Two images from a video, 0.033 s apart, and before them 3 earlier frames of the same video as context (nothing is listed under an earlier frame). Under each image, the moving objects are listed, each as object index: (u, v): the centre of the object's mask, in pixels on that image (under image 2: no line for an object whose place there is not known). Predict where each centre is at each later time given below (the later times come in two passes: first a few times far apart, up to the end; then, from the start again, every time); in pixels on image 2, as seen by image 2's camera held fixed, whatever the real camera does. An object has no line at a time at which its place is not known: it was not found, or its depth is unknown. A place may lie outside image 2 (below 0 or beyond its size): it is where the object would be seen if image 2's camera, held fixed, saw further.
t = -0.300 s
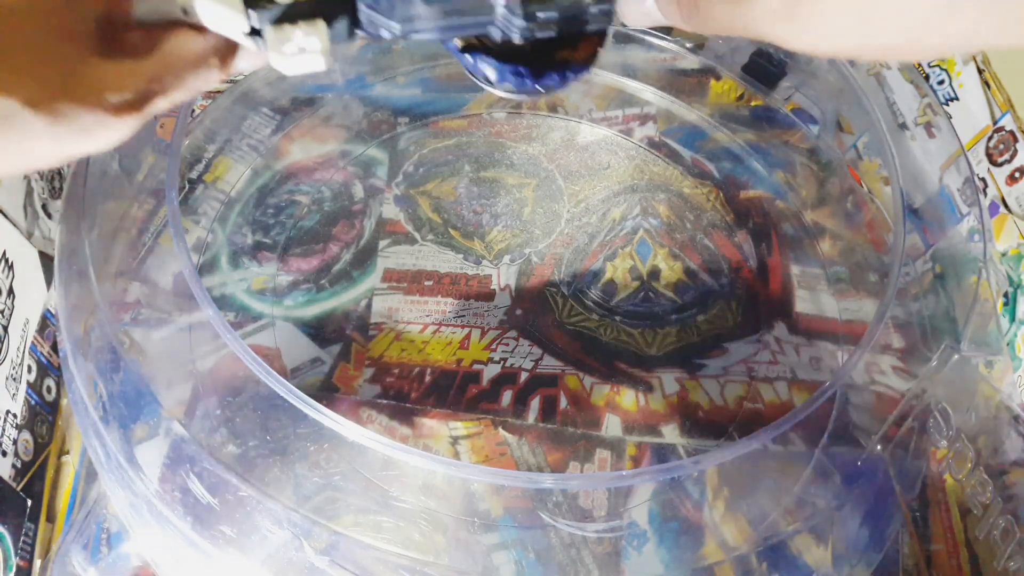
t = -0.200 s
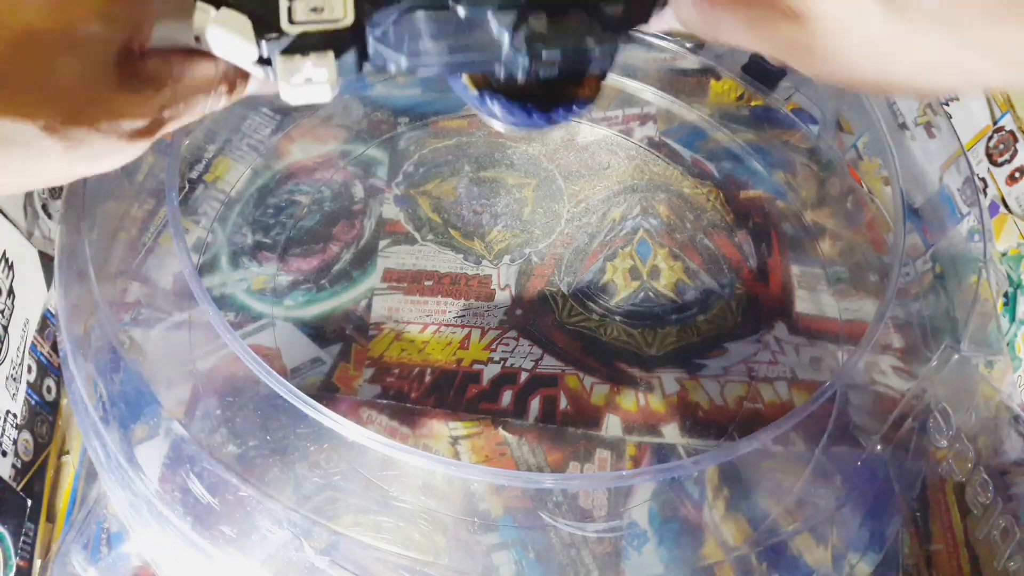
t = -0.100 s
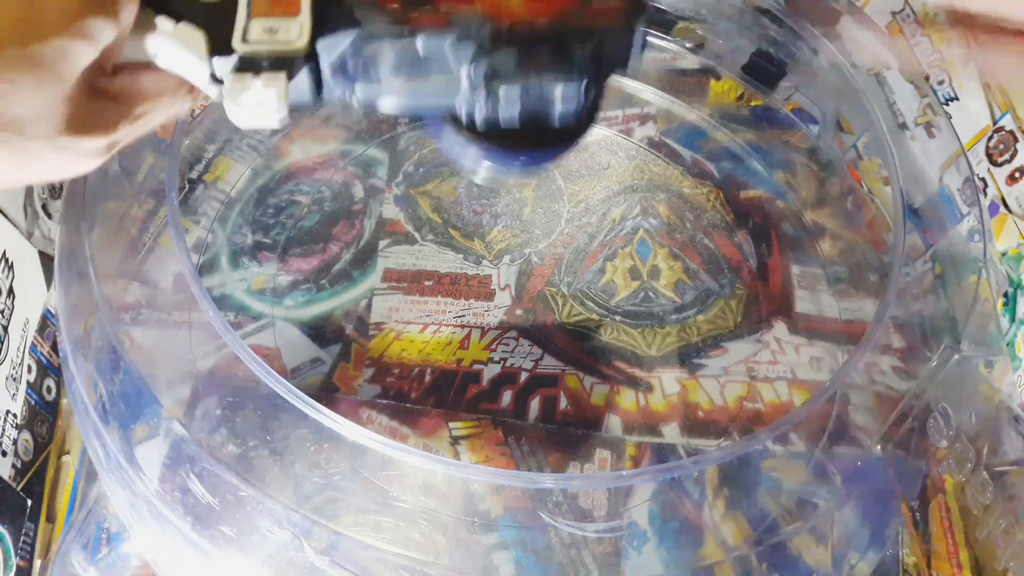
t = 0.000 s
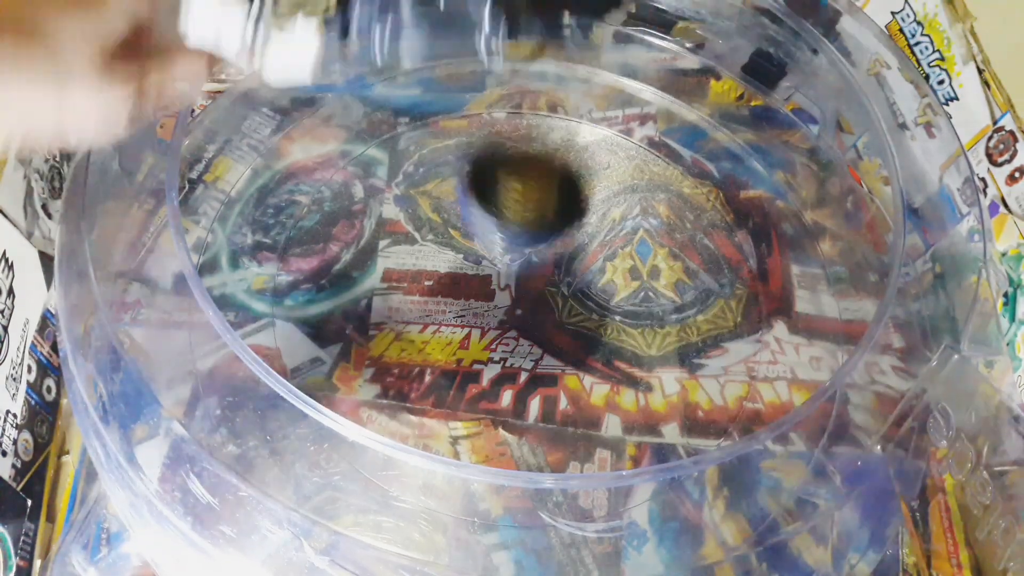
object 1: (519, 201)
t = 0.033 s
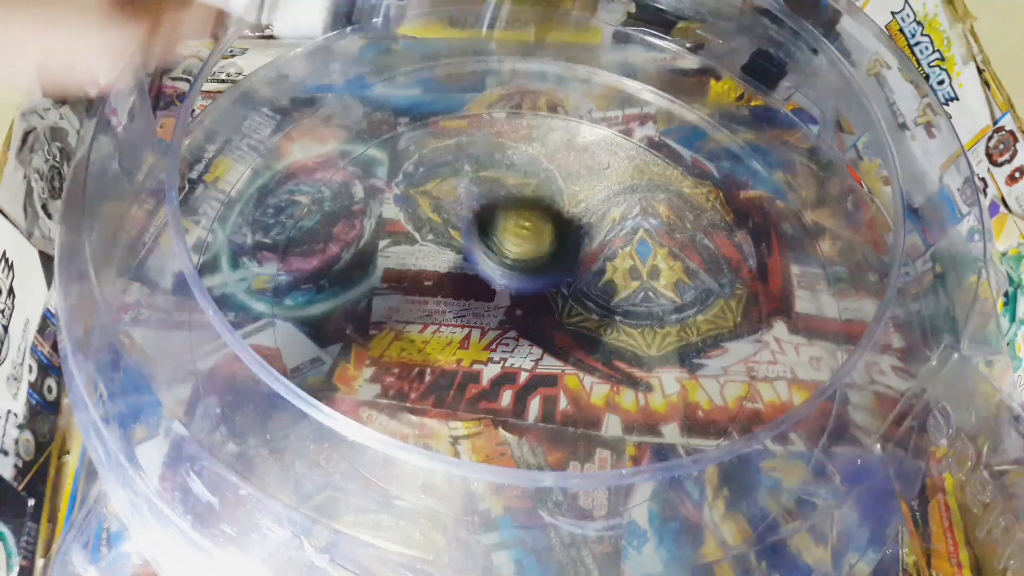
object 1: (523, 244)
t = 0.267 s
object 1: (532, 277)
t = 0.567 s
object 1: (474, 312)
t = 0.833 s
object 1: (598, 298)
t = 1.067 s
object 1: (464, 349)
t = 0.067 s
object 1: (532, 230)
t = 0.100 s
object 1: (542, 207)
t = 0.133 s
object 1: (553, 197)
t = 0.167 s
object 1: (565, 234)
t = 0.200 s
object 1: (560, 284)
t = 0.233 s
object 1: (549, 274)
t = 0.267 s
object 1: (532, 277)
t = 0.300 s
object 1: (499, 305)
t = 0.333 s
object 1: (488, 310)
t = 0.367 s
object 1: (475, 327)
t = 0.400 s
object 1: (470, 334)
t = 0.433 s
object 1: (464, 340)
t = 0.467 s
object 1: (461, 341)
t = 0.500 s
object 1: (462, 330)
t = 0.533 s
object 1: (468, 324)
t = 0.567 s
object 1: (474, 312)
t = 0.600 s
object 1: (483, 298)
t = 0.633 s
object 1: (492, 284)
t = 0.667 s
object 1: (519, 265)
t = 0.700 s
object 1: (534, 259)
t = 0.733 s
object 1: (551, 259)
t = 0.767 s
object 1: (568, 264)
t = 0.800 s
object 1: (583, 272)
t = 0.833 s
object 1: (598, 298)
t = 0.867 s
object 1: (596, 316)
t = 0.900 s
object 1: (590, 325)
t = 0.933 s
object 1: (576, 335)
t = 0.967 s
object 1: (560, 345)
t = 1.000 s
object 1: (540, 354)
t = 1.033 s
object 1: (488, 356)
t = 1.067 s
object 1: (464, 349)
